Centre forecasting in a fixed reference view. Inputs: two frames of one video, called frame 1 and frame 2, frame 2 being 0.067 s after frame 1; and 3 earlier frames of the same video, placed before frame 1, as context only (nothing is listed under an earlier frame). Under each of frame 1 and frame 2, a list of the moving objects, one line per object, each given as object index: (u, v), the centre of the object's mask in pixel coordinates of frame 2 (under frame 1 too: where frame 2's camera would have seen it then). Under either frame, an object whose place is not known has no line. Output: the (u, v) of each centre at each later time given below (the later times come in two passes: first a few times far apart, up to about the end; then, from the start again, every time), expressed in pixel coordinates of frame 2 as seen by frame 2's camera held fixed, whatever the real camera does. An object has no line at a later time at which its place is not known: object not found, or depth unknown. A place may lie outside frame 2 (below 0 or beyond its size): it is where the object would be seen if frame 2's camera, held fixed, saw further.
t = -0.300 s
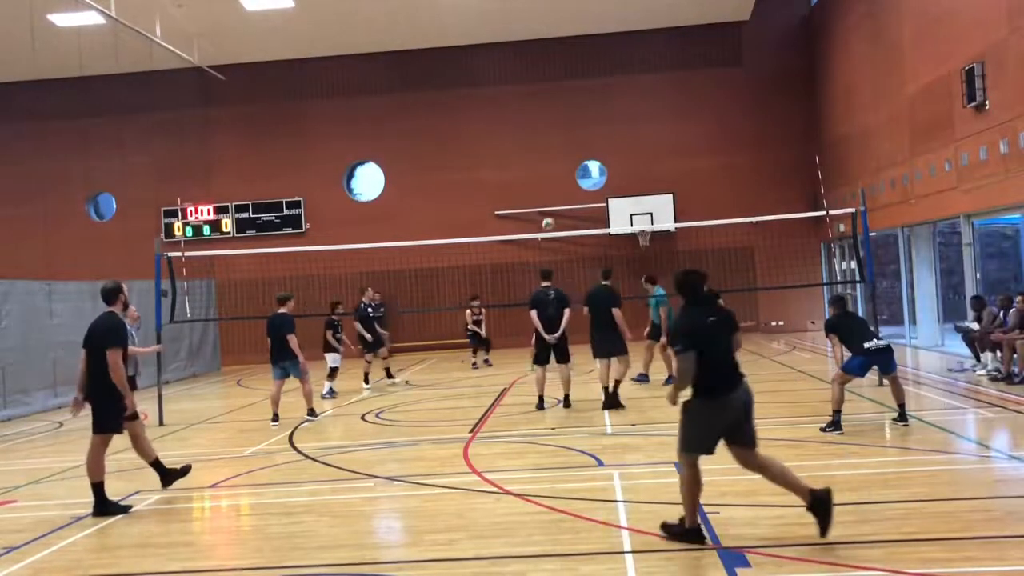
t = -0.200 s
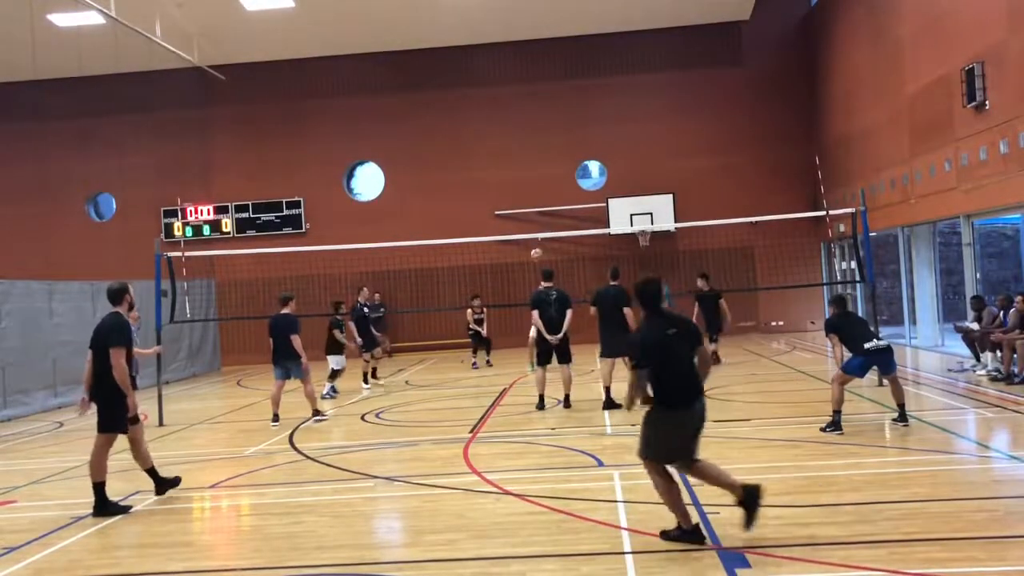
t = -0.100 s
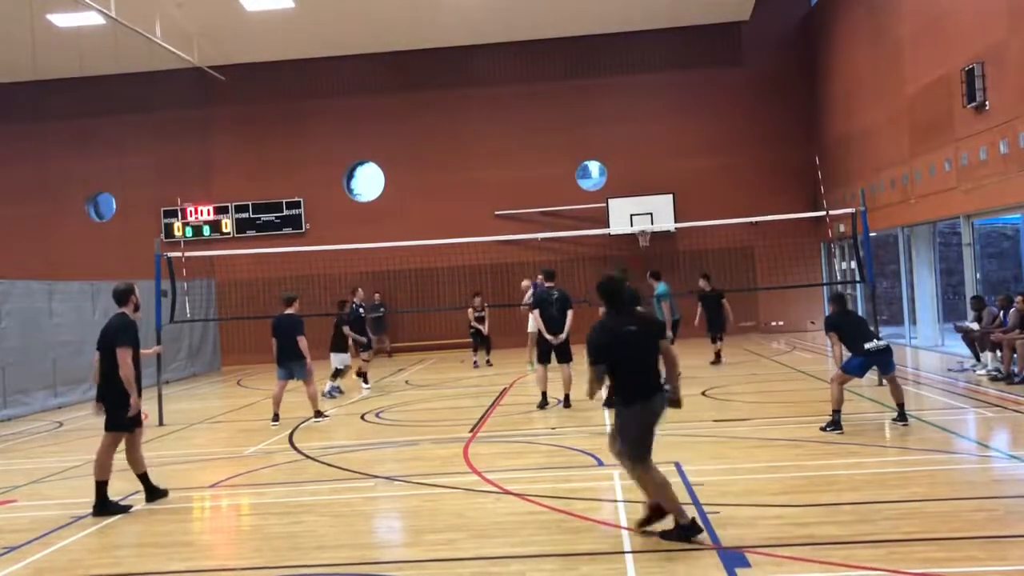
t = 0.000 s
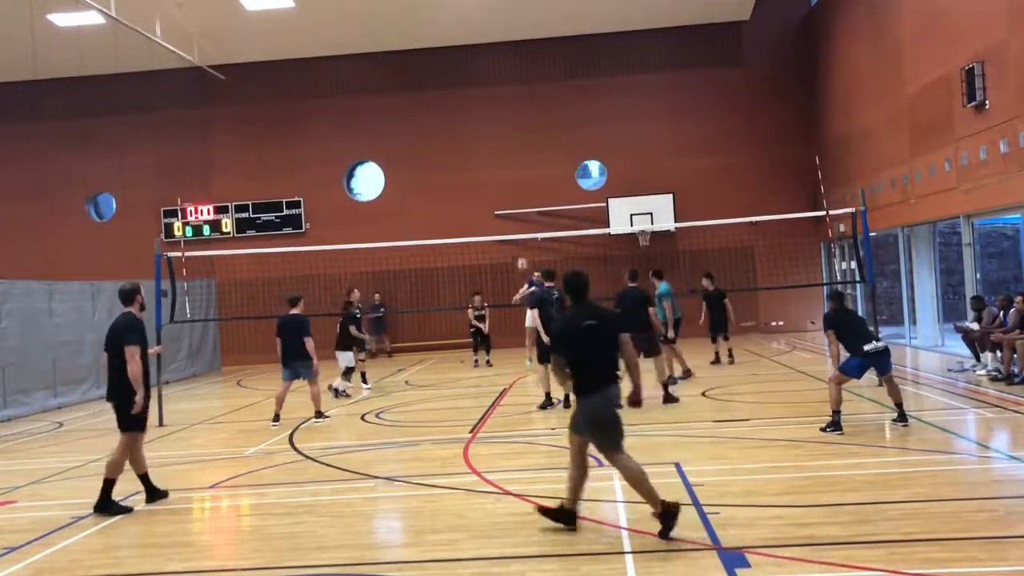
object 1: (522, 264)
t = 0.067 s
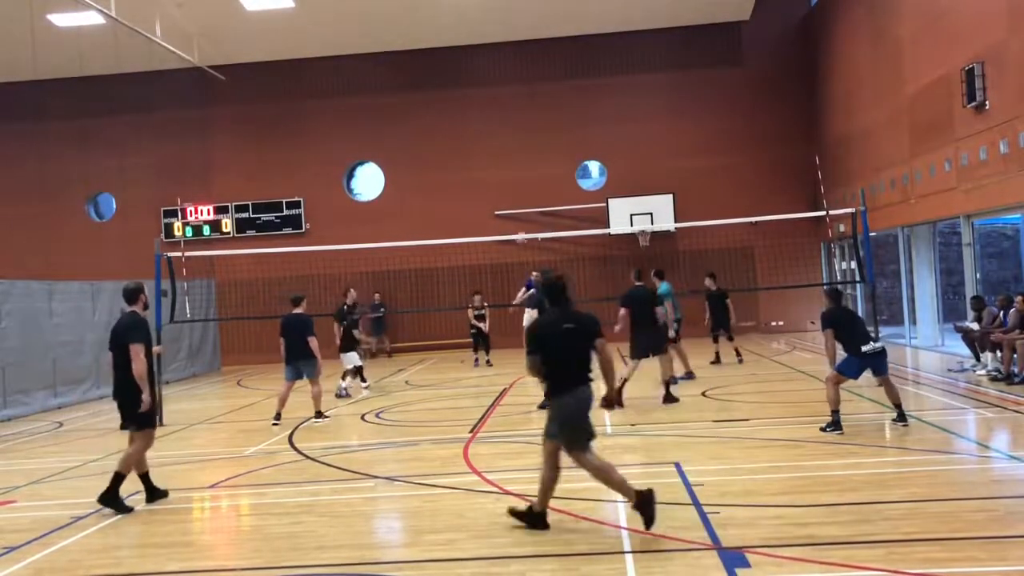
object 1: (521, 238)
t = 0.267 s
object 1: (519, 169)
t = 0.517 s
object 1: (518, 108)
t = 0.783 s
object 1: (518, 79)
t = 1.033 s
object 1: (521, 88)
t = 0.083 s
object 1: (521, 230)
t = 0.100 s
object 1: (521, 224)
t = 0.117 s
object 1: (520, 219)
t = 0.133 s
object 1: (520, 212)
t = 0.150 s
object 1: (520, 207)
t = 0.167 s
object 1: (520, 200)
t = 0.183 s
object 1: (520, 194)
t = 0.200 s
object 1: (520, 189)
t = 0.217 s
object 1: (519, 184)
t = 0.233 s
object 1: (519, 179)
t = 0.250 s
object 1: (519, 173)
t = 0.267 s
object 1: (519, 169)
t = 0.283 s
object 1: (519, 164)
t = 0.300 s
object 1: (519, 159)
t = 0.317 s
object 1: (519, 154)
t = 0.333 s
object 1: (518, 149)
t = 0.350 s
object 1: (518, 145)
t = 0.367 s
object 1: (518, 141)
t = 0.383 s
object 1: (518, 136)
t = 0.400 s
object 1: (518, 132)
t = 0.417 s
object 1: (518, 129)
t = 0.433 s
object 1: (518, 125)
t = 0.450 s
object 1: (518, 121)
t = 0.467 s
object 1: (517, 118)
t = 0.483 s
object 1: (517, 115)
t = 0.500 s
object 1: (517, 111)
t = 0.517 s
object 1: (518, 108)
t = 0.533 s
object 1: (518, 105)
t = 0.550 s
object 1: (517, 103)
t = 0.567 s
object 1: (517, 100)
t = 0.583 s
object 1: (517, 97)
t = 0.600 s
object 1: (517, 95)
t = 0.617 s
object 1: (517, 93)
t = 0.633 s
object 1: (517, 91)
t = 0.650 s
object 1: (517, 89)
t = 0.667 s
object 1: (517, 87)
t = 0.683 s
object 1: (517, 86)
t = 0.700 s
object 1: (517, 84)
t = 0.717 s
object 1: (518, 82)
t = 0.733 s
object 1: (518, 81)
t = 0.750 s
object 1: (518, 81)
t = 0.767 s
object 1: (518, 80)
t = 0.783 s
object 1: (518, 79)
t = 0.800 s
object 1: (518, 79)
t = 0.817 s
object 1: (518, 78)
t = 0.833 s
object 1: (518, 78)
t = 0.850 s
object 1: (518, 78)
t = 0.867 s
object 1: (518, 77)
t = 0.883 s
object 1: (519, 78)
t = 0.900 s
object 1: (519, 78)
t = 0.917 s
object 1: (519, 79)
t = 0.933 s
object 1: (519, 80)
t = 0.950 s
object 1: (520, 81)
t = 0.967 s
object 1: (520, 82)
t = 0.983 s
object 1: (520, 83)
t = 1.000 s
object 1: (520, 85)
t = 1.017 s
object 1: (521, 86)
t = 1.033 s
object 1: (521, 88)
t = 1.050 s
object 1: (521, 90)
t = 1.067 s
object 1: (522, 92)
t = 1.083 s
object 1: (522, 94)
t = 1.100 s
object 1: (522, 97)
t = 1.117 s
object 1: (523, 100)
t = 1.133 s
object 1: (523, 103)
